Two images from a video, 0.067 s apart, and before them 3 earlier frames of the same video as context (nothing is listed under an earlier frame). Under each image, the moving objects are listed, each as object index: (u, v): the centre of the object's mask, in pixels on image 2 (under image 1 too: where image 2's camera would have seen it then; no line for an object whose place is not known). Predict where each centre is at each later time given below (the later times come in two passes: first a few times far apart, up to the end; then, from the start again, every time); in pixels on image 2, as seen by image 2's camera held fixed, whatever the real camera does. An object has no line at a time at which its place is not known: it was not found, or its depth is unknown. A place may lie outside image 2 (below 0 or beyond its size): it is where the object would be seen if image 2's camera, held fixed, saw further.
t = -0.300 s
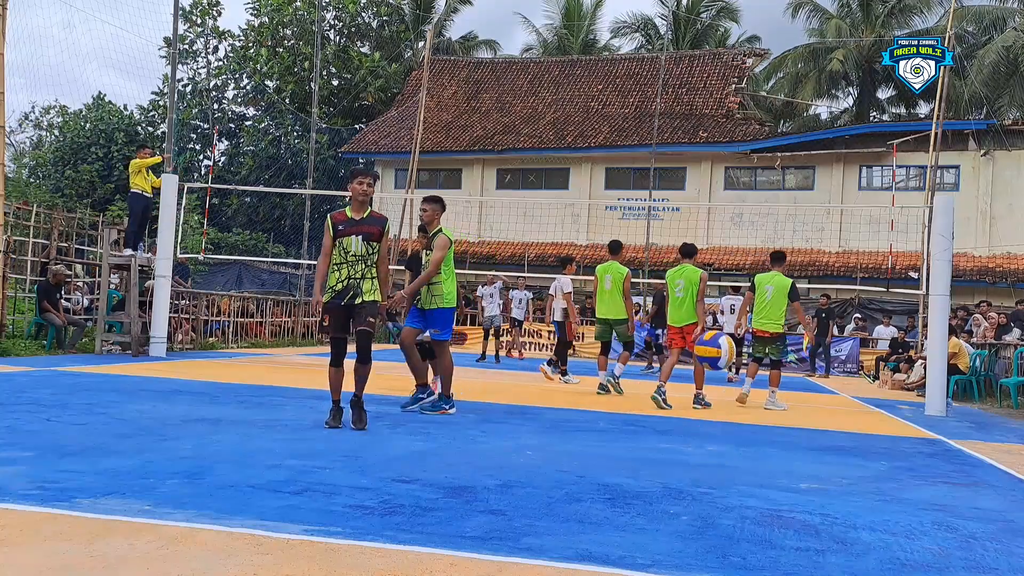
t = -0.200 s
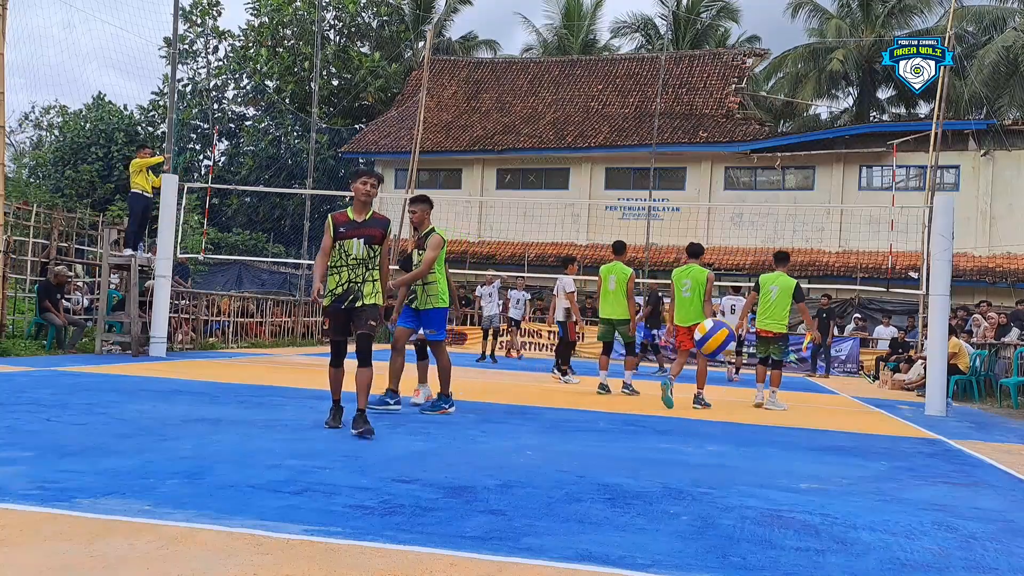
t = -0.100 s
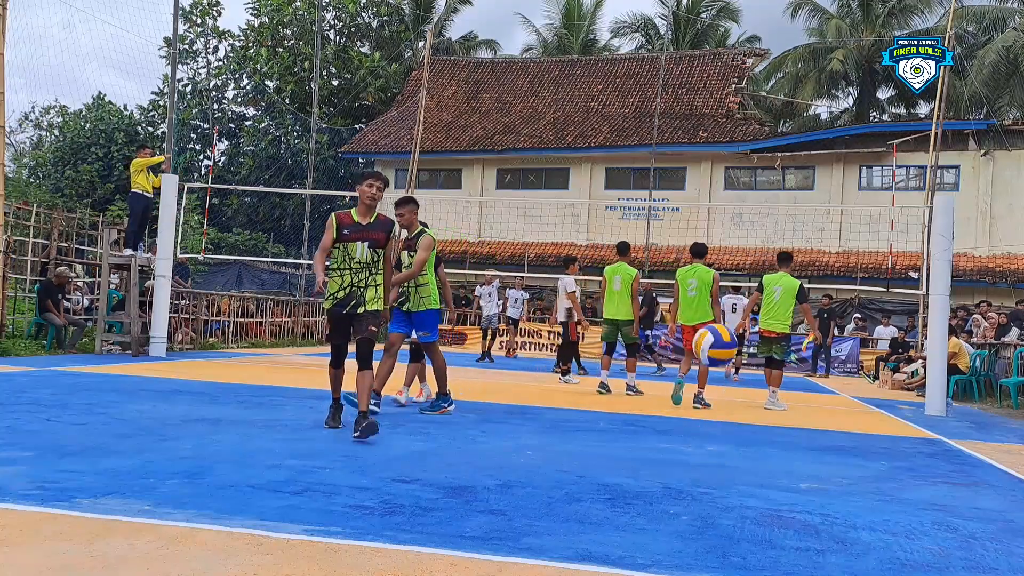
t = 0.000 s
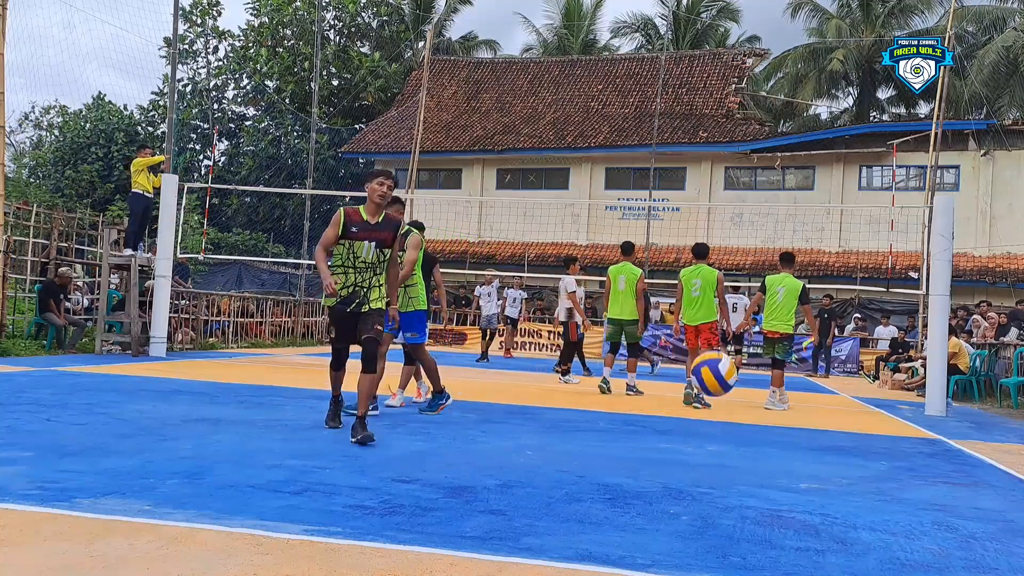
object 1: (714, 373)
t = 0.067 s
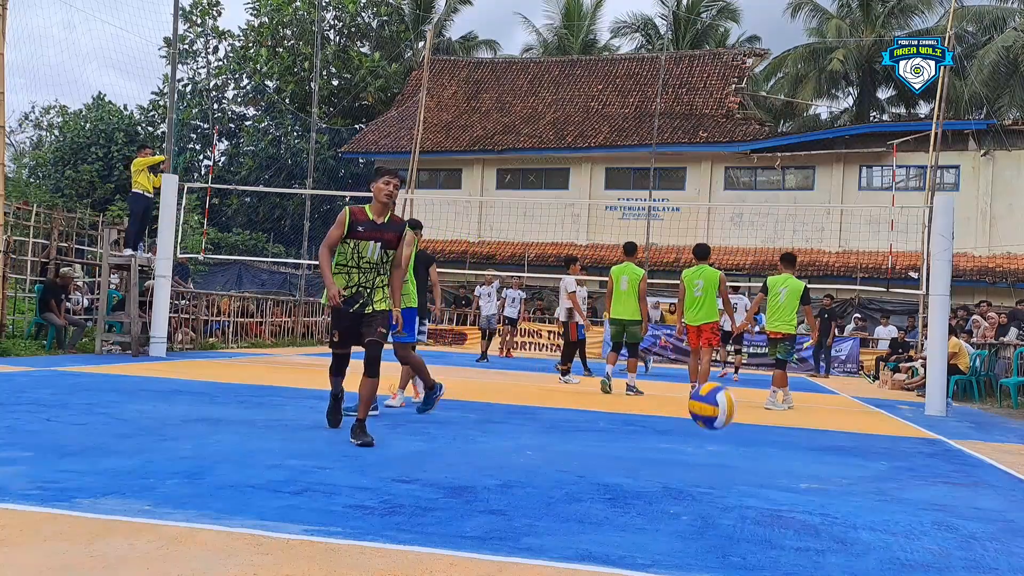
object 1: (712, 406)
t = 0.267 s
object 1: (709, 459)
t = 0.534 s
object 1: (708, 390)
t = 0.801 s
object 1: (698, 518)
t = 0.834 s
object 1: (695, 549)
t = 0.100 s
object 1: (711, 427)
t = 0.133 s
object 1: (710, 451)
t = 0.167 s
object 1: (709, 478)
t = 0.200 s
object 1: (708, 499)
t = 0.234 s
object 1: (709, 478)
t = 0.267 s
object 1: (709, 459)
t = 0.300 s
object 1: (709, 443)
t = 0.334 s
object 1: (709, 428)
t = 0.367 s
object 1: (710, 416)
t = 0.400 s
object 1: (710, 405)
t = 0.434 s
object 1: (709, 398)
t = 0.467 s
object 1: (709, 393)
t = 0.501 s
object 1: (709, 390)
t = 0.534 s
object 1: (708, 390)
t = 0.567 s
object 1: (708, 394)
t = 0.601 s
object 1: (706, 400)
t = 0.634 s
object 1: (706, 411)
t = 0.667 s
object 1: (705, 424)
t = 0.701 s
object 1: (703, 442)
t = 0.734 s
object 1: (701, 462)
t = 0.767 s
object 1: (699, 488)
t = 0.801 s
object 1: (698, 518)
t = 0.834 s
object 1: (695, 549)
